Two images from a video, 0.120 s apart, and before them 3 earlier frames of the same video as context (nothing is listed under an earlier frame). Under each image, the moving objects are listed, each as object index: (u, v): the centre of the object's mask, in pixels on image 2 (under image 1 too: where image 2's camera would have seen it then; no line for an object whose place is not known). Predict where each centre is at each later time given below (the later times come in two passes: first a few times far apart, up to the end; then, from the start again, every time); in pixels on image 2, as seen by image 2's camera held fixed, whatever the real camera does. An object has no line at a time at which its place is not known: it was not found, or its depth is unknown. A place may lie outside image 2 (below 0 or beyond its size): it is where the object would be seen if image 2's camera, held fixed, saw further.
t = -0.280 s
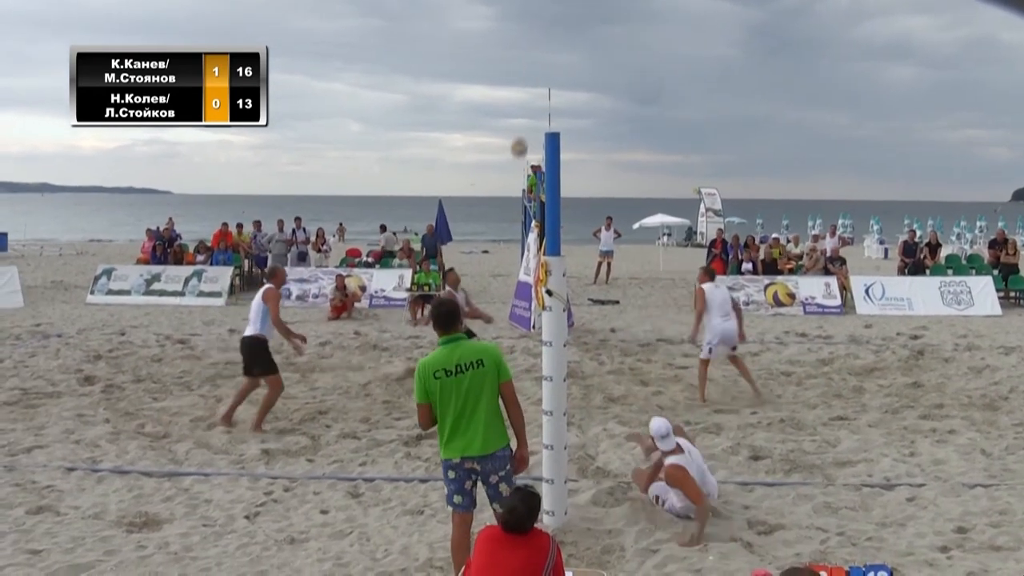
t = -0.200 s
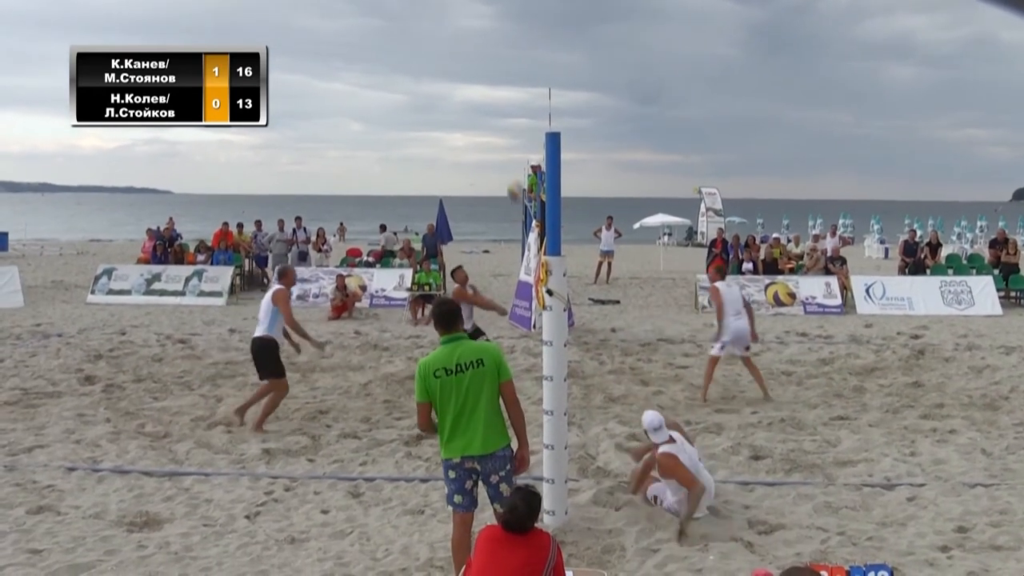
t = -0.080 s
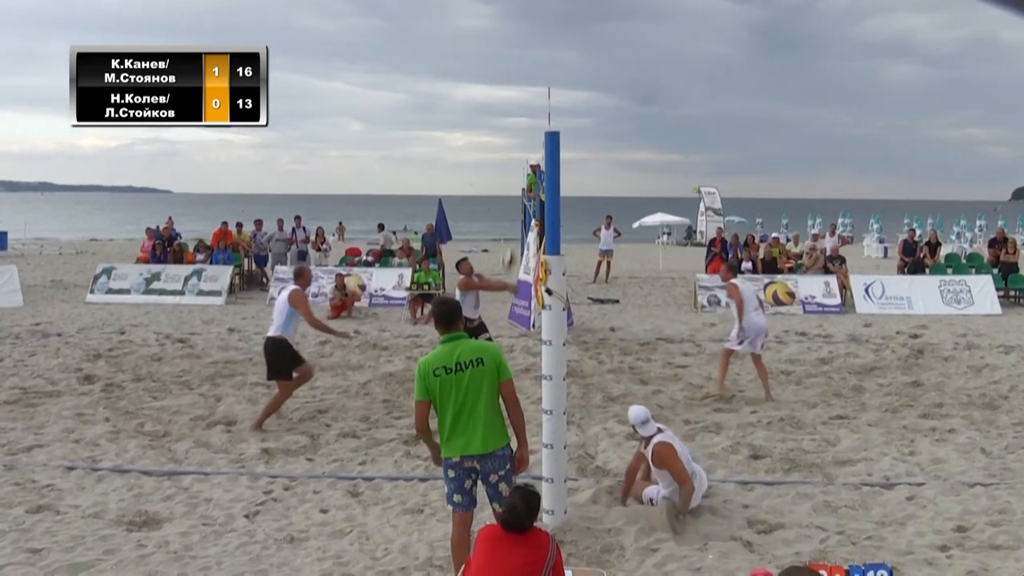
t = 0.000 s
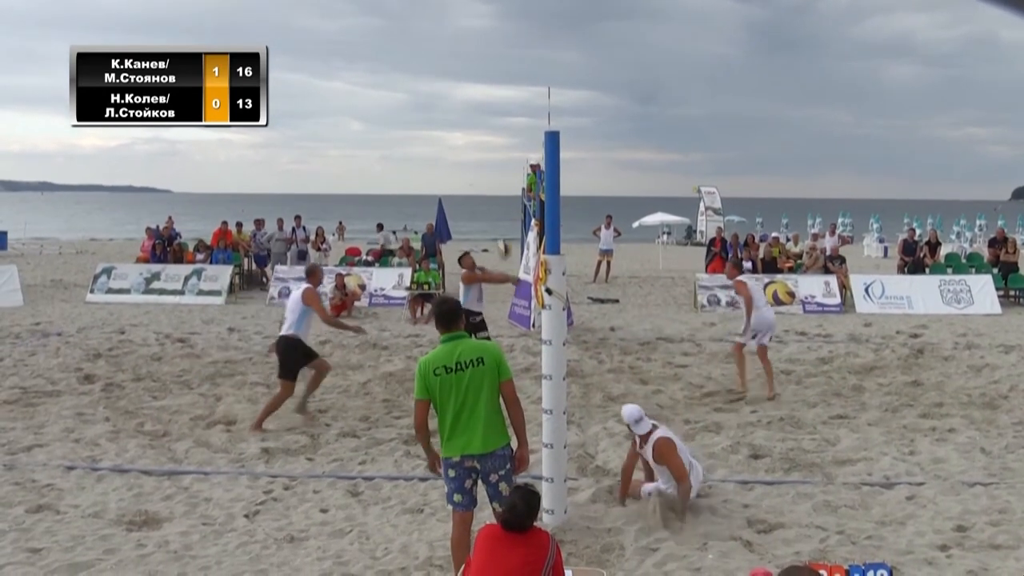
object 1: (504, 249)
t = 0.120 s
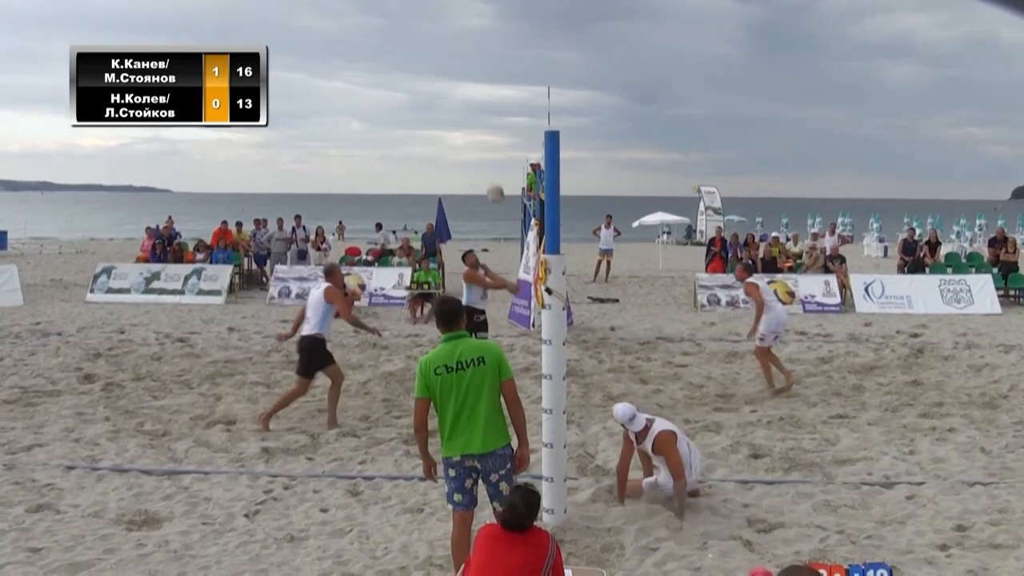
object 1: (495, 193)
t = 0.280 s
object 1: (484, 134)
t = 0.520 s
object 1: (466, 81)
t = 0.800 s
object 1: (446, 75)
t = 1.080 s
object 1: (425, 136)
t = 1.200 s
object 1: (417, 183)
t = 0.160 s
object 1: (493, 178)
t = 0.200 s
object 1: (490, 161)
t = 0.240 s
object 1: (487, 147)
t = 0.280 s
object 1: (484, 134)
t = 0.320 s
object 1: (481, 123)
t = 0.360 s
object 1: (478, 111)
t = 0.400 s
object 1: (475, 102)
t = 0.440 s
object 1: (472, 93)
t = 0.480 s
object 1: (469, 87)
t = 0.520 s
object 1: (466, 81)
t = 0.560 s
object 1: (464, 76)
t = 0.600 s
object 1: (460, 72)
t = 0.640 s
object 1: (458, 71)
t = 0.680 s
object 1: (454, 70)
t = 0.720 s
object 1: (452, 70)
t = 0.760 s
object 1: (449, 71)
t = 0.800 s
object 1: (446, 75)
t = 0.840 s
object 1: (443, 79)
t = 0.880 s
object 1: (440, 85)
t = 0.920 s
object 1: (437, 93)
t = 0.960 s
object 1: (434, 102)
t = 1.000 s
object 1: (431, 112)
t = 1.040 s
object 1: (428, 123)
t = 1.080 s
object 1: (425, 136)
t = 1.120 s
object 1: (422, 151)
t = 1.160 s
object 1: (419, 167)
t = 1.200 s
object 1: (417, 183)
